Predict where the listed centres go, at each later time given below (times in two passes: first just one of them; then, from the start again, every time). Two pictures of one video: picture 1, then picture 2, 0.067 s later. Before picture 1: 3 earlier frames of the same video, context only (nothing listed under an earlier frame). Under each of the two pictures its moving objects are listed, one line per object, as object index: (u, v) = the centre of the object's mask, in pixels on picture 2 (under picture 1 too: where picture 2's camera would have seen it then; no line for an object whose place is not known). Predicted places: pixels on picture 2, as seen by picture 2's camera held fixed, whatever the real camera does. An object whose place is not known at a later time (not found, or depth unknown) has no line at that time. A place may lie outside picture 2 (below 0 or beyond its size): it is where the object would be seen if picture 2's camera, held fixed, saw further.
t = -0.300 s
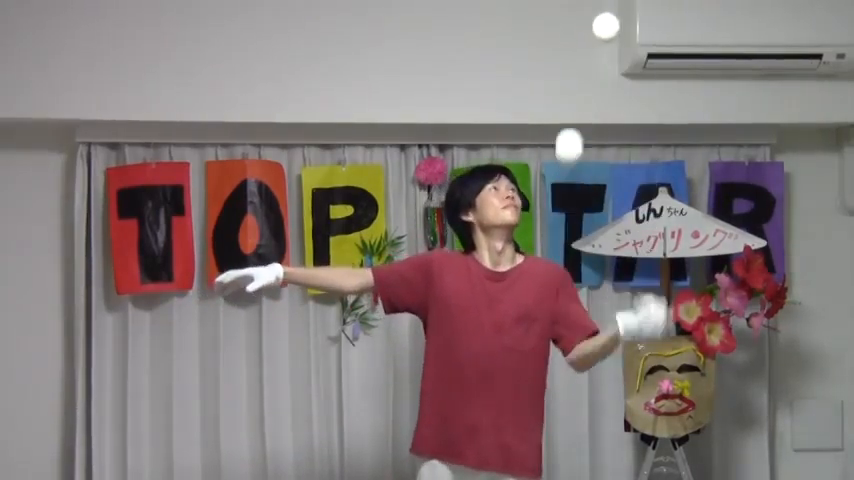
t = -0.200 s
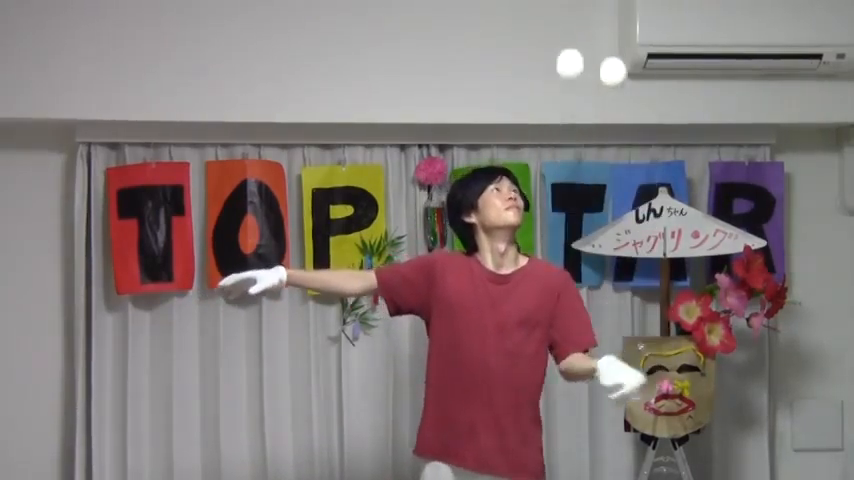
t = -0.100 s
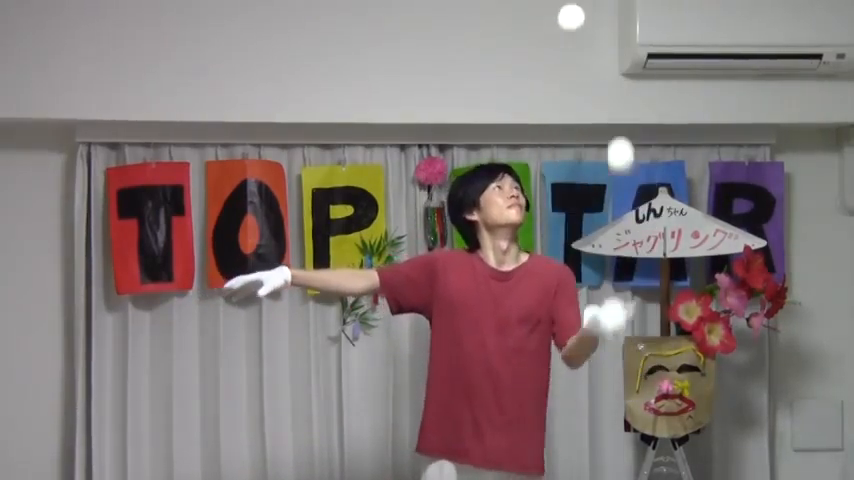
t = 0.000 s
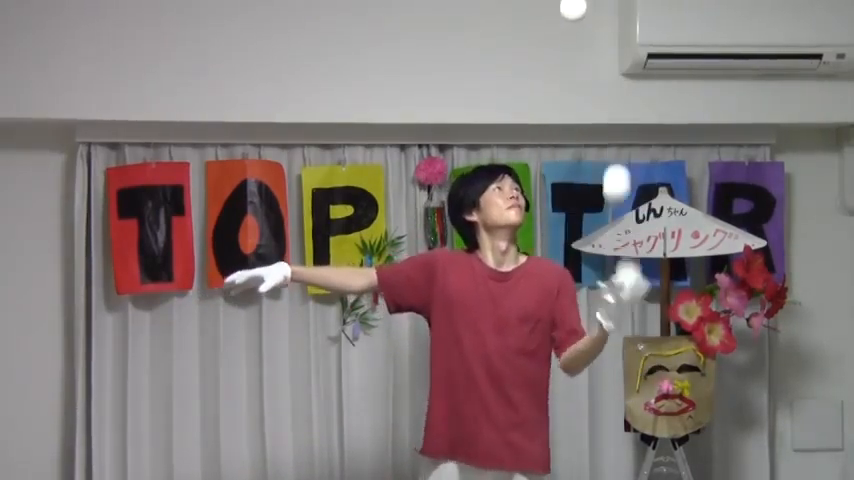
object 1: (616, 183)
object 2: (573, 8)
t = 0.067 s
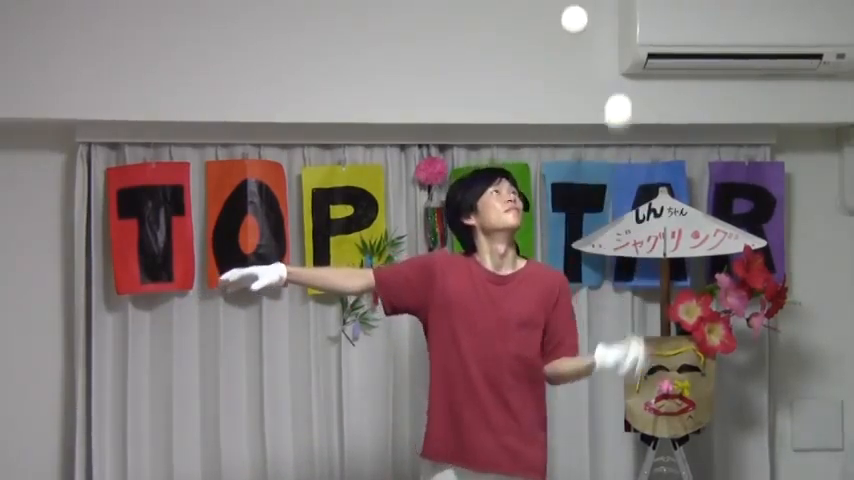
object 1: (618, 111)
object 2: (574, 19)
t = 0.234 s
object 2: (578, 122)
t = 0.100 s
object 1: (619, 80)
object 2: (574, 31)
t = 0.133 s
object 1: (620, 55)
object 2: (575, 48)
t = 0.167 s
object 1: (621, 33)
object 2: (576, 68)
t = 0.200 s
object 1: (622, 16)
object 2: (577, 92)
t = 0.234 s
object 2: (578, 122)
